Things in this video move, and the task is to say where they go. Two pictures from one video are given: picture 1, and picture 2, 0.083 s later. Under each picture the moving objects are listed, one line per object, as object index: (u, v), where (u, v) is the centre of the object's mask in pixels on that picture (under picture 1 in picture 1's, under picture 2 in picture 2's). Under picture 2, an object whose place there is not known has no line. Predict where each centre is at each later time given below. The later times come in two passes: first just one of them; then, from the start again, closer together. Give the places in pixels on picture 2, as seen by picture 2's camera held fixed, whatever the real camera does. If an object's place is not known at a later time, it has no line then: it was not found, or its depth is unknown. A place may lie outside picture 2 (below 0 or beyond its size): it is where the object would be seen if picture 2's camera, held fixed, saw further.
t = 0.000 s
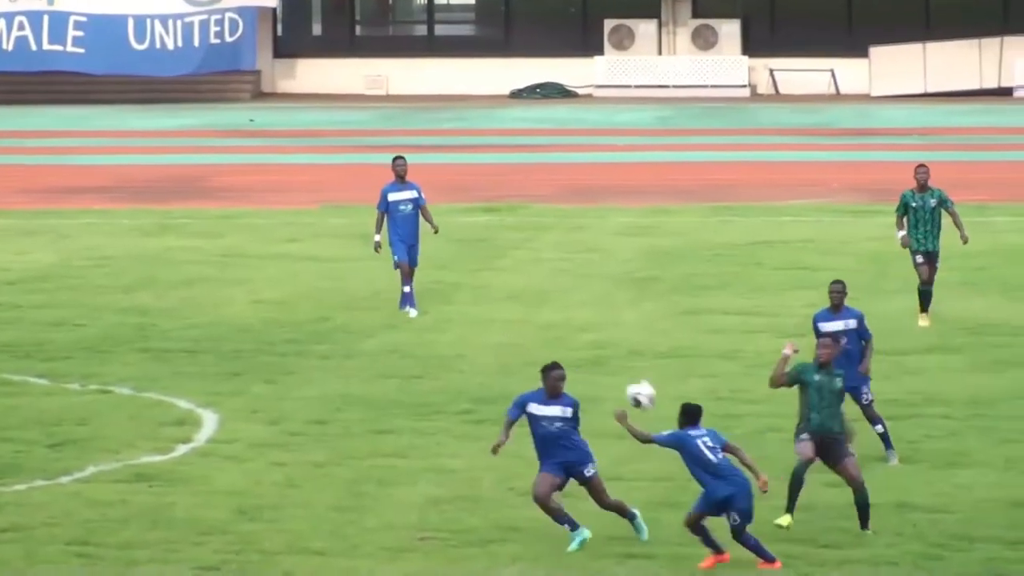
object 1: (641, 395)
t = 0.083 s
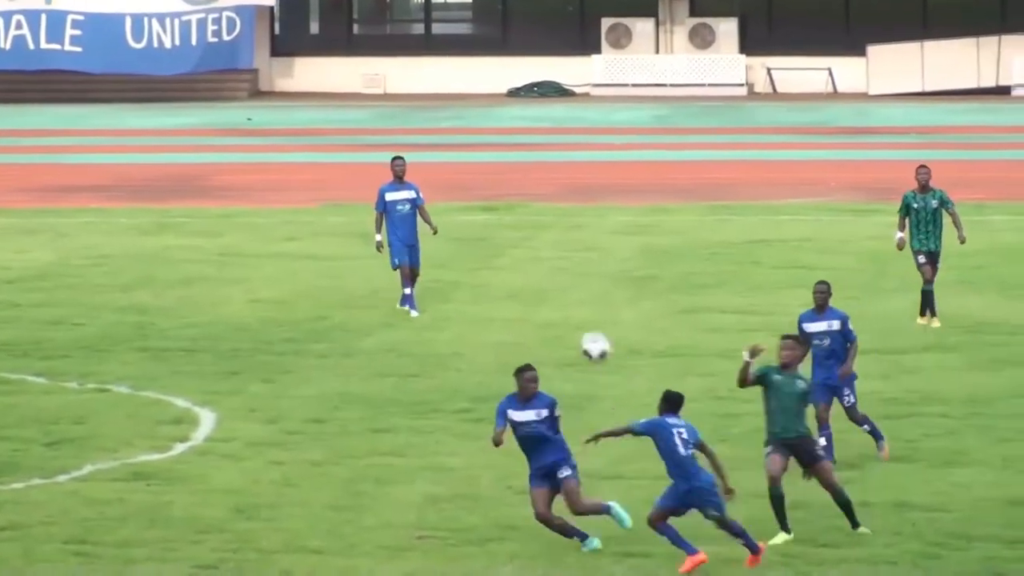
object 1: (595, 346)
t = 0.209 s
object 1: (531, 293)
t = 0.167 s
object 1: (553, 308)
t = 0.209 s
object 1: (531, 293)
